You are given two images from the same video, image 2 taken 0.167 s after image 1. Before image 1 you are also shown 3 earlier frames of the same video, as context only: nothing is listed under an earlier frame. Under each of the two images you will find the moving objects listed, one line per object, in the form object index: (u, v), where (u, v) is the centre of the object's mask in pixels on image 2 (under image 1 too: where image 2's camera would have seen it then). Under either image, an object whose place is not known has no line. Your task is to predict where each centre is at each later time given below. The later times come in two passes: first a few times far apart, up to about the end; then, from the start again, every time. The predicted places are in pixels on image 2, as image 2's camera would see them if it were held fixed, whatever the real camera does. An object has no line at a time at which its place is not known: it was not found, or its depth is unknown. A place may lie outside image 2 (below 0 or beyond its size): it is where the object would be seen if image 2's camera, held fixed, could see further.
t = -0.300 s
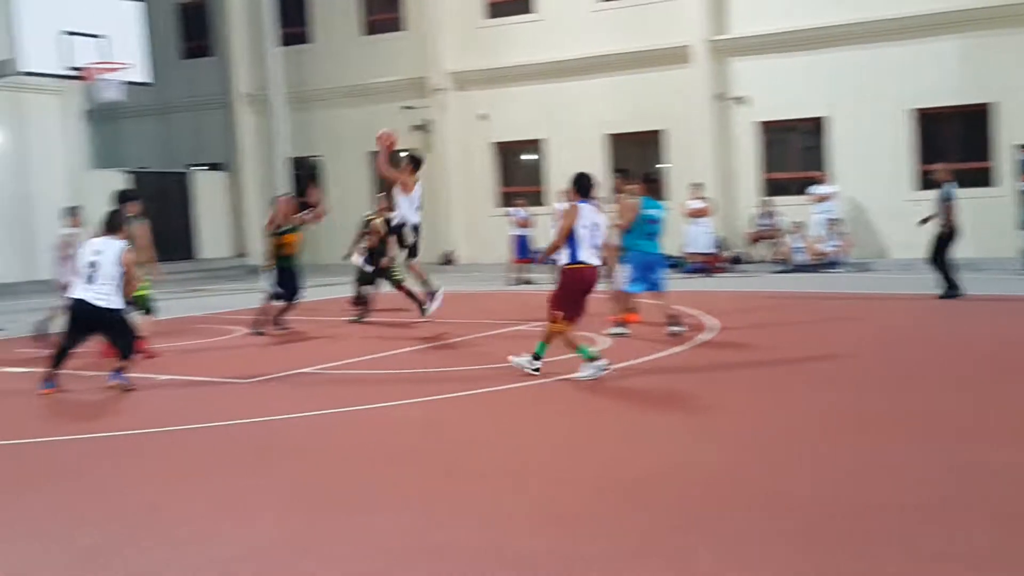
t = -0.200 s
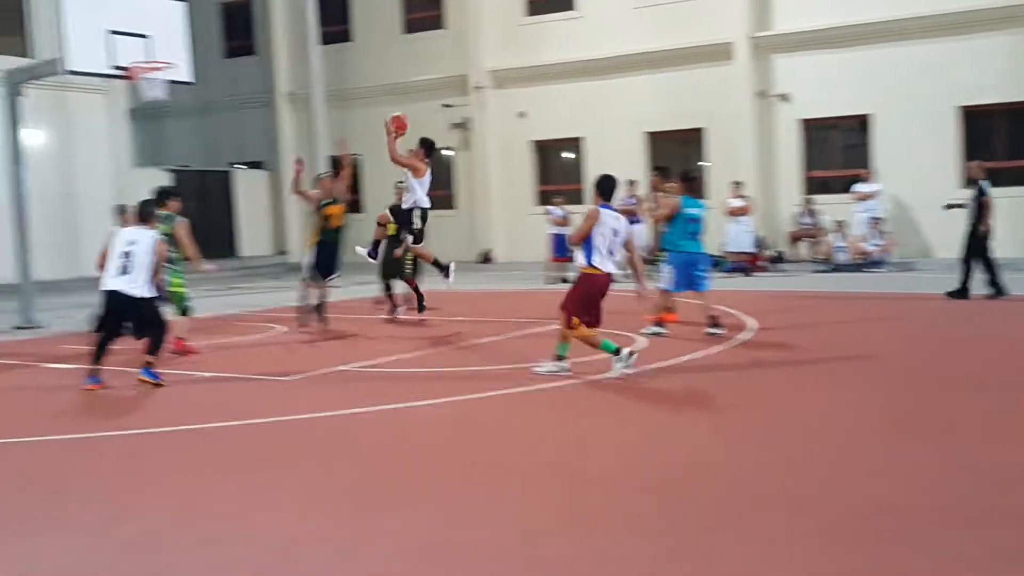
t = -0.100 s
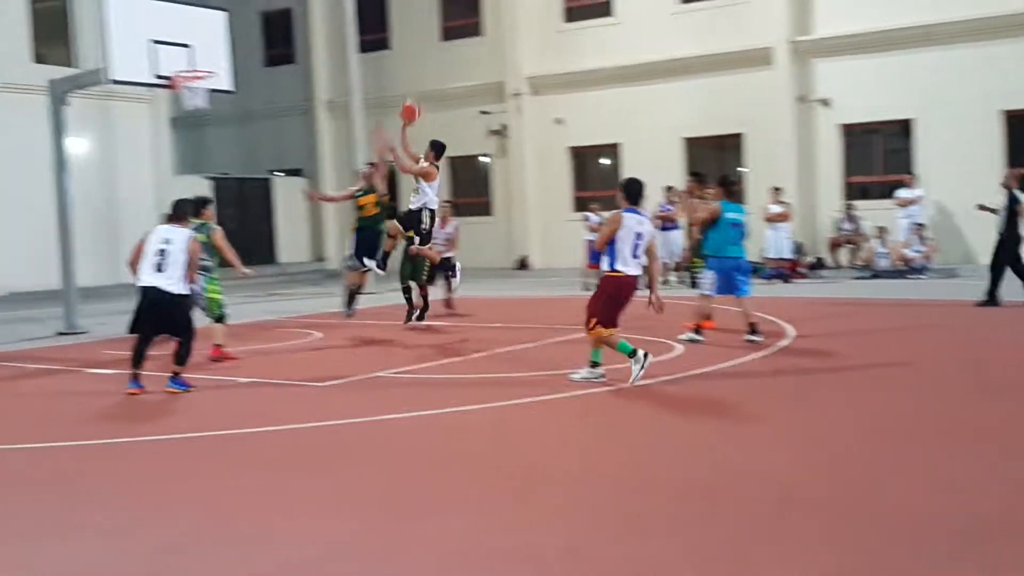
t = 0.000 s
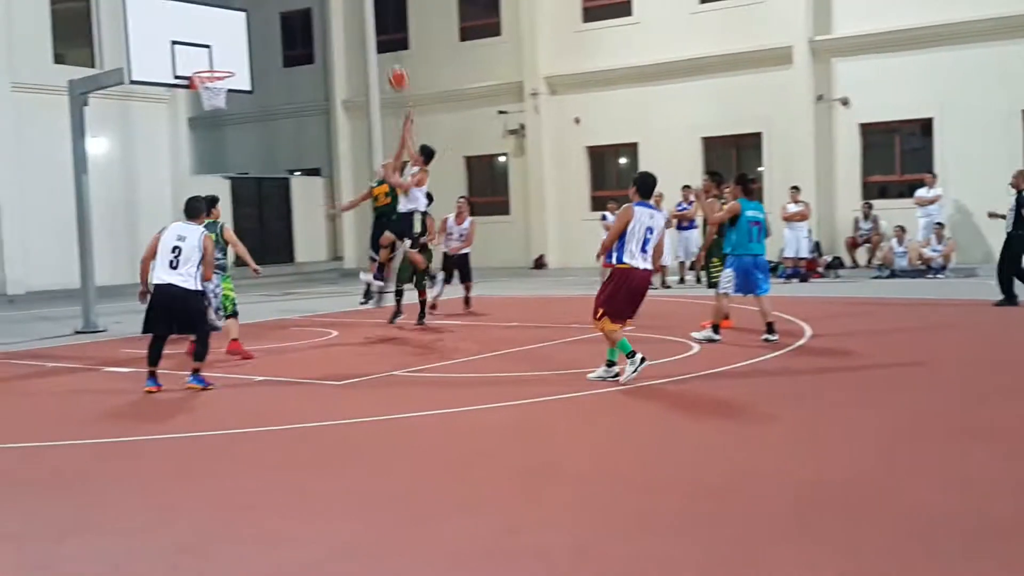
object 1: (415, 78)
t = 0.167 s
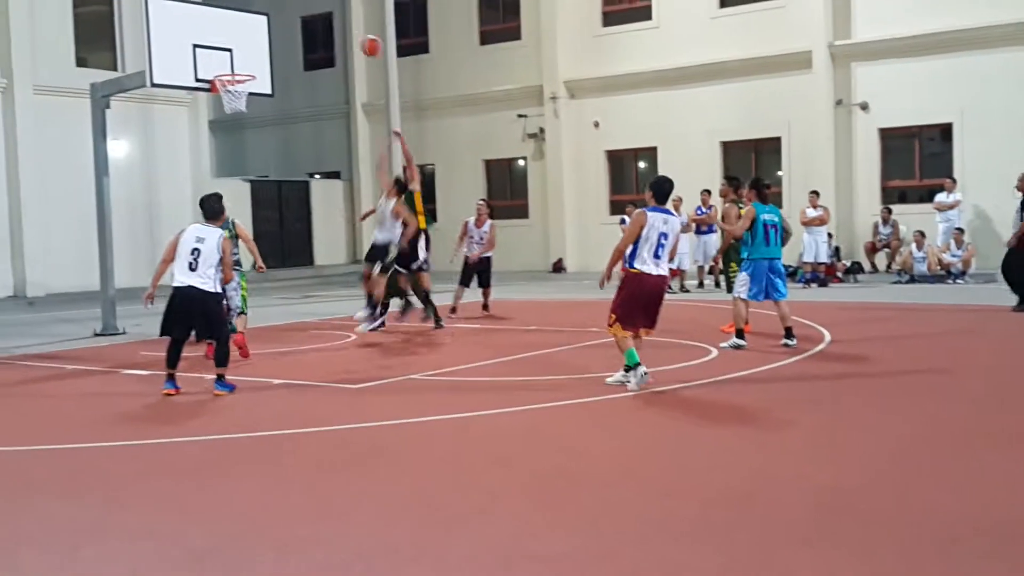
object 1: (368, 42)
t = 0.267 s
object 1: (340, 33)
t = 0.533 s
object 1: (274, 48)
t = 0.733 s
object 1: (246, 54)
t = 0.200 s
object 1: (359, 38)
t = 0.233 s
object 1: (350, 35)
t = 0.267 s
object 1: (340, 33)
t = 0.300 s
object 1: (331, 32)
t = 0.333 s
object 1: (323, 31)
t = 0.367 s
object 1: (316, 31)
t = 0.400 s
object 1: (306, 32)
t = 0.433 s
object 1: (298, 35)
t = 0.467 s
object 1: (291, 38)
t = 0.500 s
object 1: (282, 43)
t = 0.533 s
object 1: (274, 48)
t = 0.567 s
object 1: (267, 54)
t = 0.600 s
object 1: (257, 62)
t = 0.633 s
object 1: (253, 62)
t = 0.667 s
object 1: (250, 58)
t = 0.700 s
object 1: (247, 56)
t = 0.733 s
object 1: (246, 54)
